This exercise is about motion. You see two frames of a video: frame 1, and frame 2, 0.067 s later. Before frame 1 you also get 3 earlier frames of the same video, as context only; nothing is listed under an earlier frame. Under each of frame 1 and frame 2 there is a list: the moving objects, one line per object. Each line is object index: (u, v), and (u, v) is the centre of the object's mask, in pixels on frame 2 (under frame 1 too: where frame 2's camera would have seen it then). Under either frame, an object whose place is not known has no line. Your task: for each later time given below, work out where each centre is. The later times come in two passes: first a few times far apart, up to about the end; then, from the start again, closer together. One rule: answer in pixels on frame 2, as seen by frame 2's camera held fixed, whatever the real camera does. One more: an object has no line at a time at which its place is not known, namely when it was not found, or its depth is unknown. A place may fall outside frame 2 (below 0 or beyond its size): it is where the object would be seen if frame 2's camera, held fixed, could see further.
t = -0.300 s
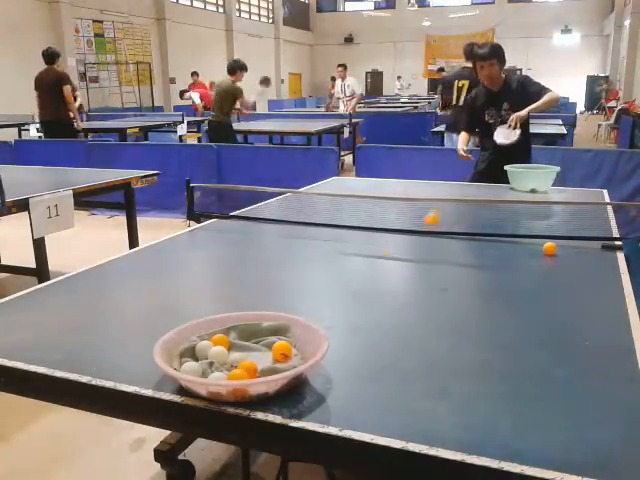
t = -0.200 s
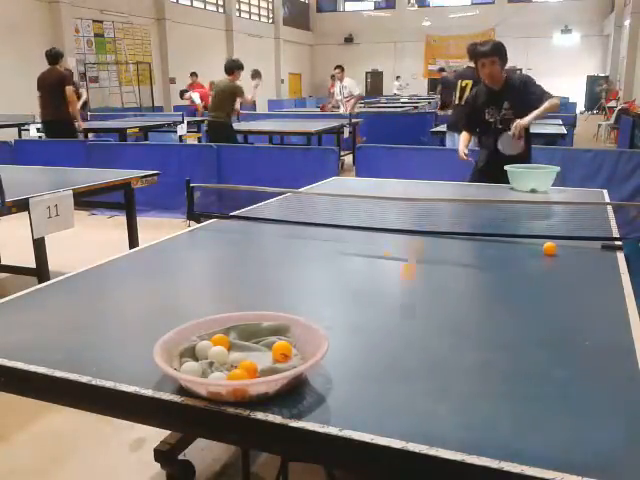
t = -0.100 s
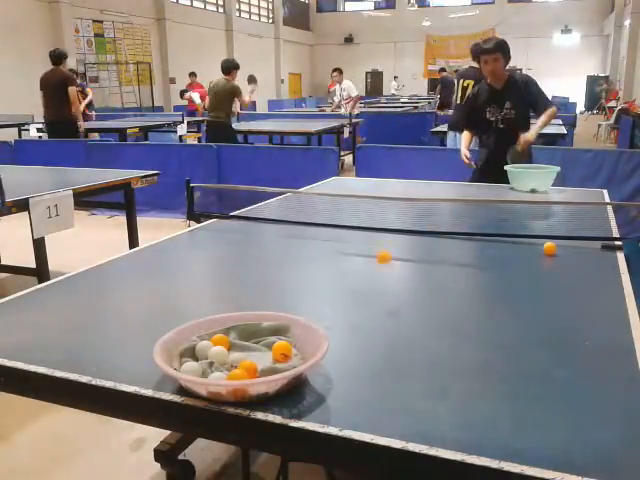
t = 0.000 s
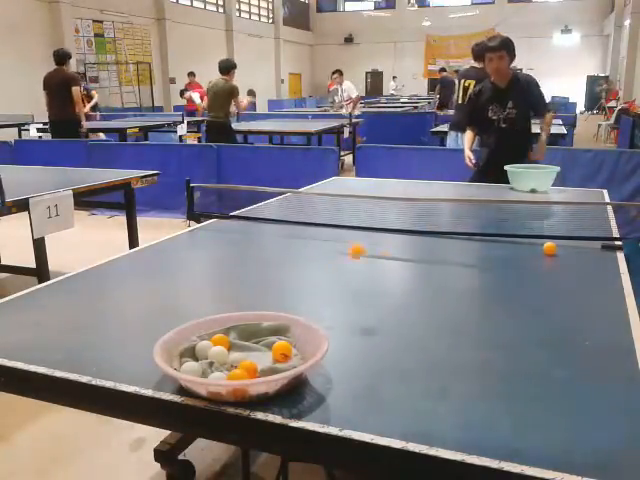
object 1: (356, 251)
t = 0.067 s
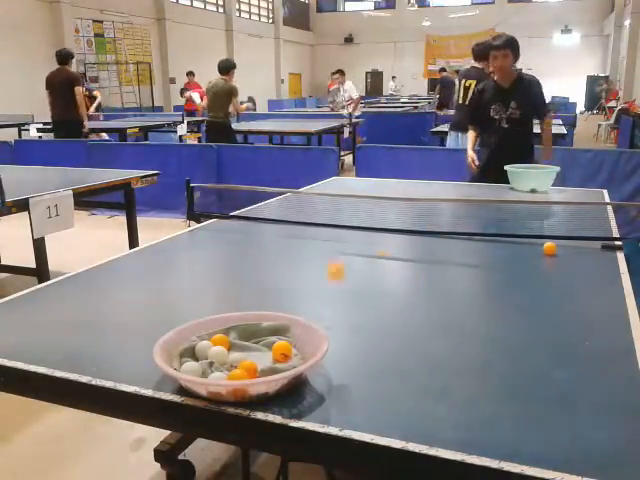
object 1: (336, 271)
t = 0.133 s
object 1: (312, 312)
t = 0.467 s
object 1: (351, 341)
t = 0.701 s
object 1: (395, 348)
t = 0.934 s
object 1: (441, 356)
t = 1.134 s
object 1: (484, 364)
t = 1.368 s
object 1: (533, 373)
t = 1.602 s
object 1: (586, 384)
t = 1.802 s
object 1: (630, 395)
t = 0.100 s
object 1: (326, 290)
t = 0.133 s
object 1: (312, 312)
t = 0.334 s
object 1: (330, 336)
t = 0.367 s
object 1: (333, 338)
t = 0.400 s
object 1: (339, 337)
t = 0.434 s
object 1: (346, 338)
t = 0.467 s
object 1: (351, 341)
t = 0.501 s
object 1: (357, 341)
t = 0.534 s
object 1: (363, 343)
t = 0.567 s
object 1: (369, 343)
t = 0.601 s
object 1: (377, 345)
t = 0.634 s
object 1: (383, 345)
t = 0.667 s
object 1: (387, 346)
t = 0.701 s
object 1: (395, 348)
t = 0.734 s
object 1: (401, 349)
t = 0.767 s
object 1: (407, 350)
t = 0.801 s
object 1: (414, 351)
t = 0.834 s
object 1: (422, 353)
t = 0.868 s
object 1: (428, 354)
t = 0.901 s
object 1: (435, 355)
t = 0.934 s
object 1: (441, 356)
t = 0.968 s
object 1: (448, 357)
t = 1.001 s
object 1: (456, 359)
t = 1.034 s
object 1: (463, 360)
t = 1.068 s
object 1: (469, 361)
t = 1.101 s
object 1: (476, 363)
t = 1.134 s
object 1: (484, 364)
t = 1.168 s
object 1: (491, 365)
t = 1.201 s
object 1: (497, 366)
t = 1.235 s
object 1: (505, 368)
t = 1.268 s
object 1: (512, 369)
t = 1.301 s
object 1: (519, 371)
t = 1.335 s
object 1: (526, 373)
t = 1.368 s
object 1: (533, 373)
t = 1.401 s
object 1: (541, 375)
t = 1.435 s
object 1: (548, 376)
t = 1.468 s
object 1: (556, 379)
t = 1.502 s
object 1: (563, 380)
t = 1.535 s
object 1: (571, 381)
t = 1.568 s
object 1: (578, 383)
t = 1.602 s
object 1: (586, 384)
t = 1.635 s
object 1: (594, 386)
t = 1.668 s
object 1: (601, 388)
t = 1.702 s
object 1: (609, 390)
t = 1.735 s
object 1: (617, 392)
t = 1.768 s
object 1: (625, 393)
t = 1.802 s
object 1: (630, 395)
